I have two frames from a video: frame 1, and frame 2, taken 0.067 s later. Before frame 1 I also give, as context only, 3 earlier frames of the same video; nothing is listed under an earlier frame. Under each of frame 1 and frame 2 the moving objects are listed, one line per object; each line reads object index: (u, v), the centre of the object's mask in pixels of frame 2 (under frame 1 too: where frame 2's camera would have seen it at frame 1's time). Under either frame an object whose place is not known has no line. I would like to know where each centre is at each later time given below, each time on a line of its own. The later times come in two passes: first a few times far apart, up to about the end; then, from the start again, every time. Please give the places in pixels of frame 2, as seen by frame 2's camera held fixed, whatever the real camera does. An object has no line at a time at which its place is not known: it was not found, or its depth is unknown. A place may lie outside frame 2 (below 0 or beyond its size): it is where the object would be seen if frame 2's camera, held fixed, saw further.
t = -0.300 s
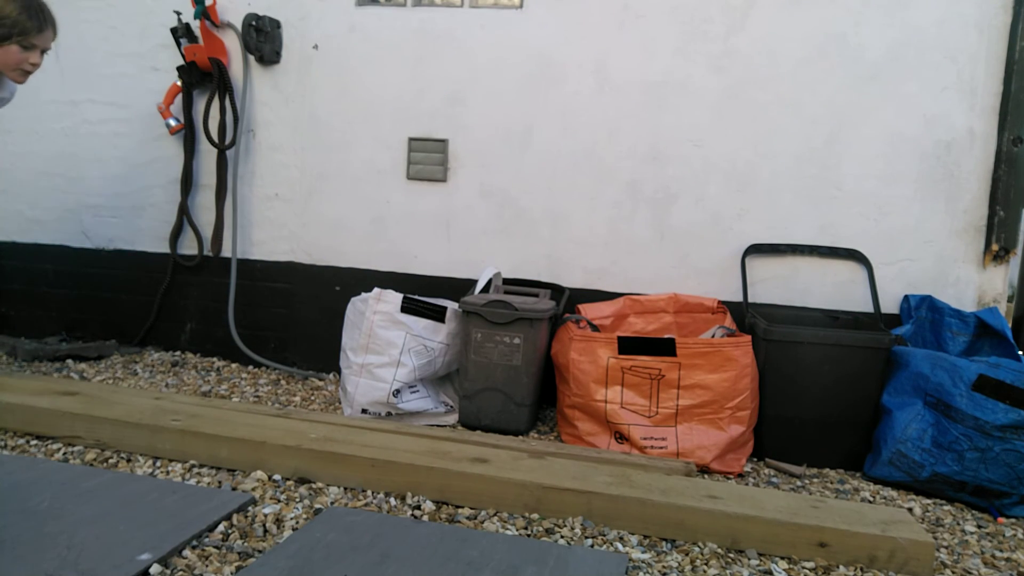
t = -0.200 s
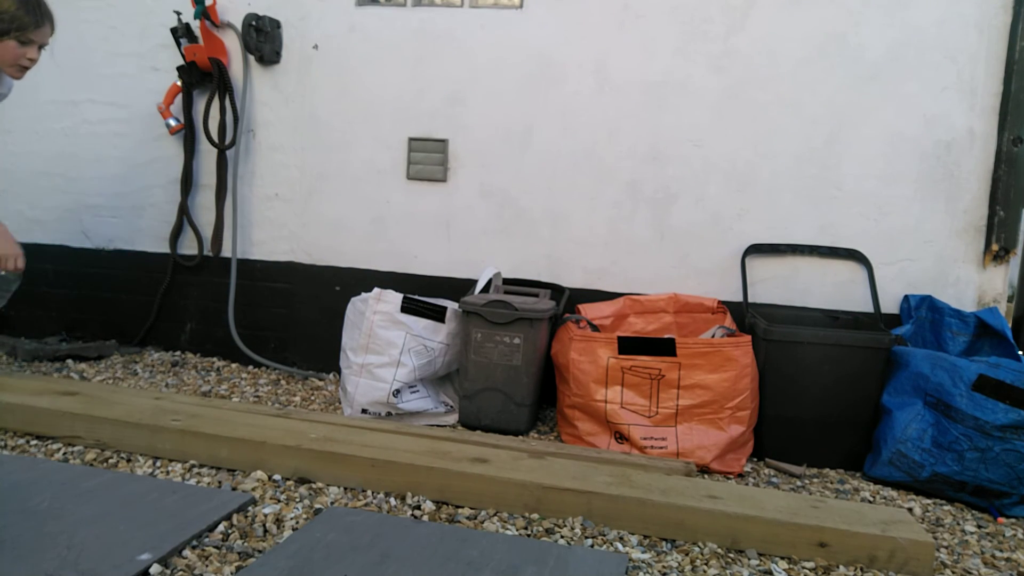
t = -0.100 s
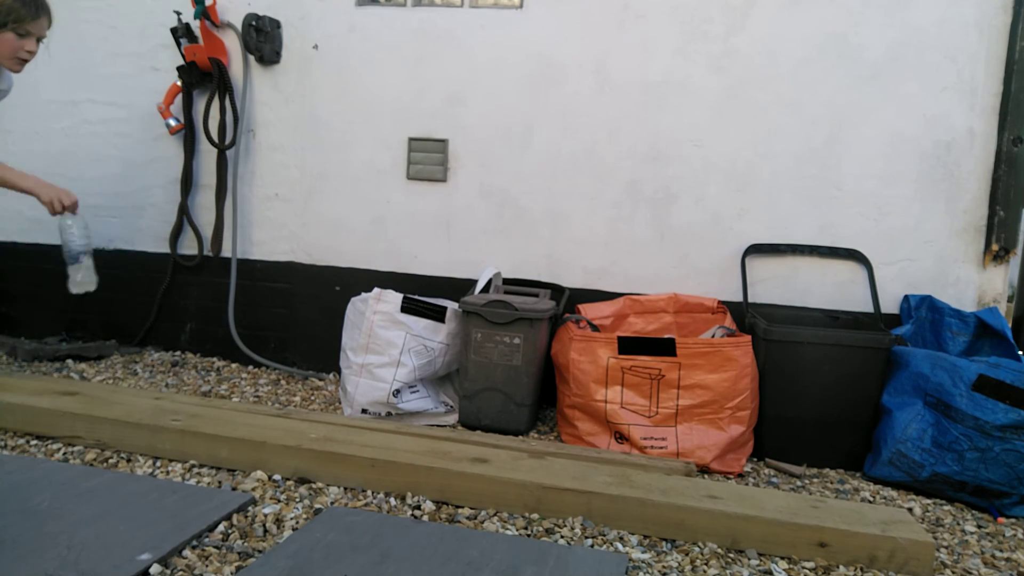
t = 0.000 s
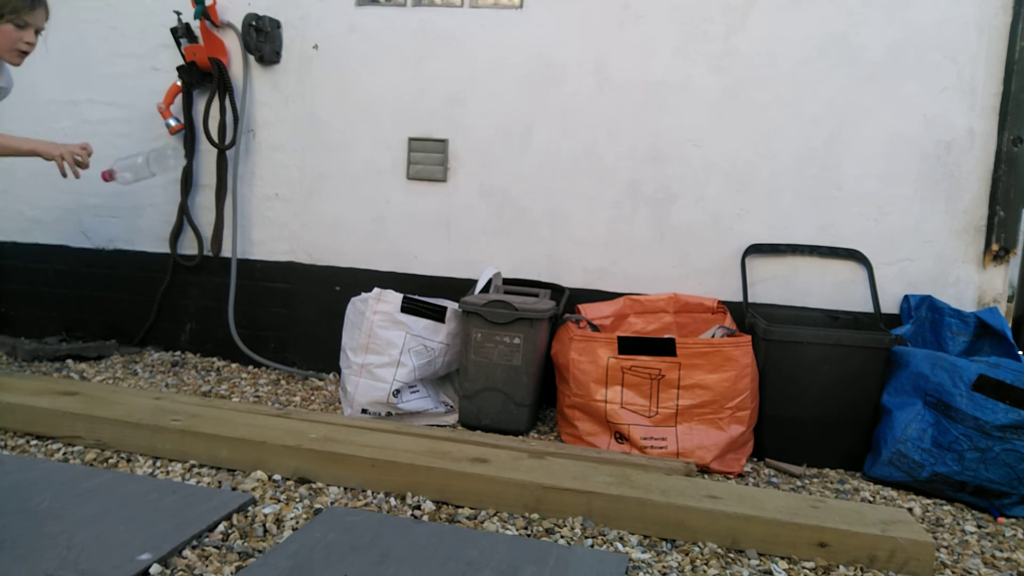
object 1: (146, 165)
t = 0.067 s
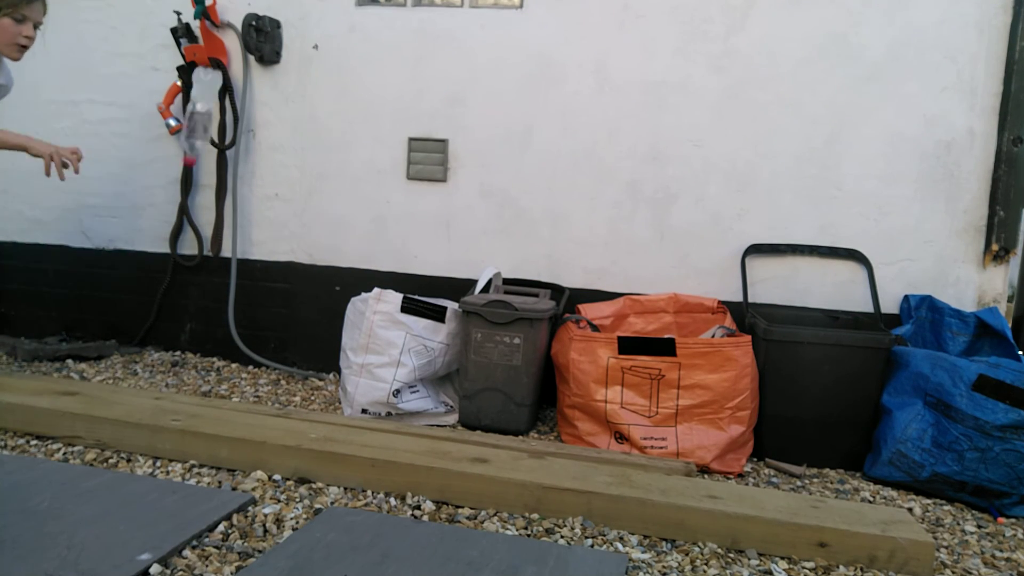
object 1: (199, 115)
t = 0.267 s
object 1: (326, 10)
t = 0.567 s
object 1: (514, 197)
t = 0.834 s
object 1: (616, 467)
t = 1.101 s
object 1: (637, 471)
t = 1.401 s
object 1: (638, 469)
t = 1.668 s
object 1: (638, 468)
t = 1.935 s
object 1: (637, 466)
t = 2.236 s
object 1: (637, 463)
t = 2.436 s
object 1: (637, 463)
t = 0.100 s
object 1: (230, 88)
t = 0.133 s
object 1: (257, 58)
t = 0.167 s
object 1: (282, 35)
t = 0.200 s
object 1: (304, 16)
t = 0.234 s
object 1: (314, 9)
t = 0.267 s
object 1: (326, 10)
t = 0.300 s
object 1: (345, 14)
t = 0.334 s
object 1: (368, 20)
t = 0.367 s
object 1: (394, 28)
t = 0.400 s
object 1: (418, 39)
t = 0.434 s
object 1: (439, 59)
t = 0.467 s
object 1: (458, 86)
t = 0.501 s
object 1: (477, 118)
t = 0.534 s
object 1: (496, 156)
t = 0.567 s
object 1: (514, 197)
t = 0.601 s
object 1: (532, 244)
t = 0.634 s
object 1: (551, 295)
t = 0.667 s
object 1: (568, 348)
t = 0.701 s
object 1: (586, 407)
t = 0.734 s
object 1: (597, 453)
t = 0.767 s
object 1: (601, 466)
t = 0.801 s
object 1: (608, 467)
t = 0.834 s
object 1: (616, 467)
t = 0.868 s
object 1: (622, 469)
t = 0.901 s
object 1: (627, 470)
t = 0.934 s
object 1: (631, 470)
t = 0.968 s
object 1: (634, 471)
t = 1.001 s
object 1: (636, 471)
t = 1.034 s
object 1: (637, 471)
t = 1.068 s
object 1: (638, 471)
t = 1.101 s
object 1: (637, 471)
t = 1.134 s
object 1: (637, 471)
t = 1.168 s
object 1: (637, 471)
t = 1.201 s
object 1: (638, 470)
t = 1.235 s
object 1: (637, 470)
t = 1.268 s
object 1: (638, 470)
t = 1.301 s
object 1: (637, 470)
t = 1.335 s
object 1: (638, 470)
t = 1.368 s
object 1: (638, 469)
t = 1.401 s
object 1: (638, 469)
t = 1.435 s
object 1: (638, 469)
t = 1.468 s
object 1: (638, 469)
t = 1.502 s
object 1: (638, 469)
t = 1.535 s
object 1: (638, 468)
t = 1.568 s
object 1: (638, 468)
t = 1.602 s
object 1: (638, 468)
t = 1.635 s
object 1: (638, 468)
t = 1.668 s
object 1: (638, 468)
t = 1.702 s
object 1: (637, 467)
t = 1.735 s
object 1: (637, 467)
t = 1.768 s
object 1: (637, 467)
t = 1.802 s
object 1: (637, 467)
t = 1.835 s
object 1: (637, 466)
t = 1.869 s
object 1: (637, 466)
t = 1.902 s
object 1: (637, 466)
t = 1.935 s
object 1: (637, 466)
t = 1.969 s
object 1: (638, 465)
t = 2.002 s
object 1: (638, 465)
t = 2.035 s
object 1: (637, 465)
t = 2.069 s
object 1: (638, 465)
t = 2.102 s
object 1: (637, 464)
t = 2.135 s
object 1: (637, 464)
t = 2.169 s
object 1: (637, 463)
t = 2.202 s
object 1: (637, 463)
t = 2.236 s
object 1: (637, 463)
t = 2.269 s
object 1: (637, 463)
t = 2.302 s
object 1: (637, 463)
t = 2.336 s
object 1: (637, 463)
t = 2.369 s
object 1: (637, 463)
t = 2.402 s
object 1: (637, 463)
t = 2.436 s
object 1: (637, 463)
